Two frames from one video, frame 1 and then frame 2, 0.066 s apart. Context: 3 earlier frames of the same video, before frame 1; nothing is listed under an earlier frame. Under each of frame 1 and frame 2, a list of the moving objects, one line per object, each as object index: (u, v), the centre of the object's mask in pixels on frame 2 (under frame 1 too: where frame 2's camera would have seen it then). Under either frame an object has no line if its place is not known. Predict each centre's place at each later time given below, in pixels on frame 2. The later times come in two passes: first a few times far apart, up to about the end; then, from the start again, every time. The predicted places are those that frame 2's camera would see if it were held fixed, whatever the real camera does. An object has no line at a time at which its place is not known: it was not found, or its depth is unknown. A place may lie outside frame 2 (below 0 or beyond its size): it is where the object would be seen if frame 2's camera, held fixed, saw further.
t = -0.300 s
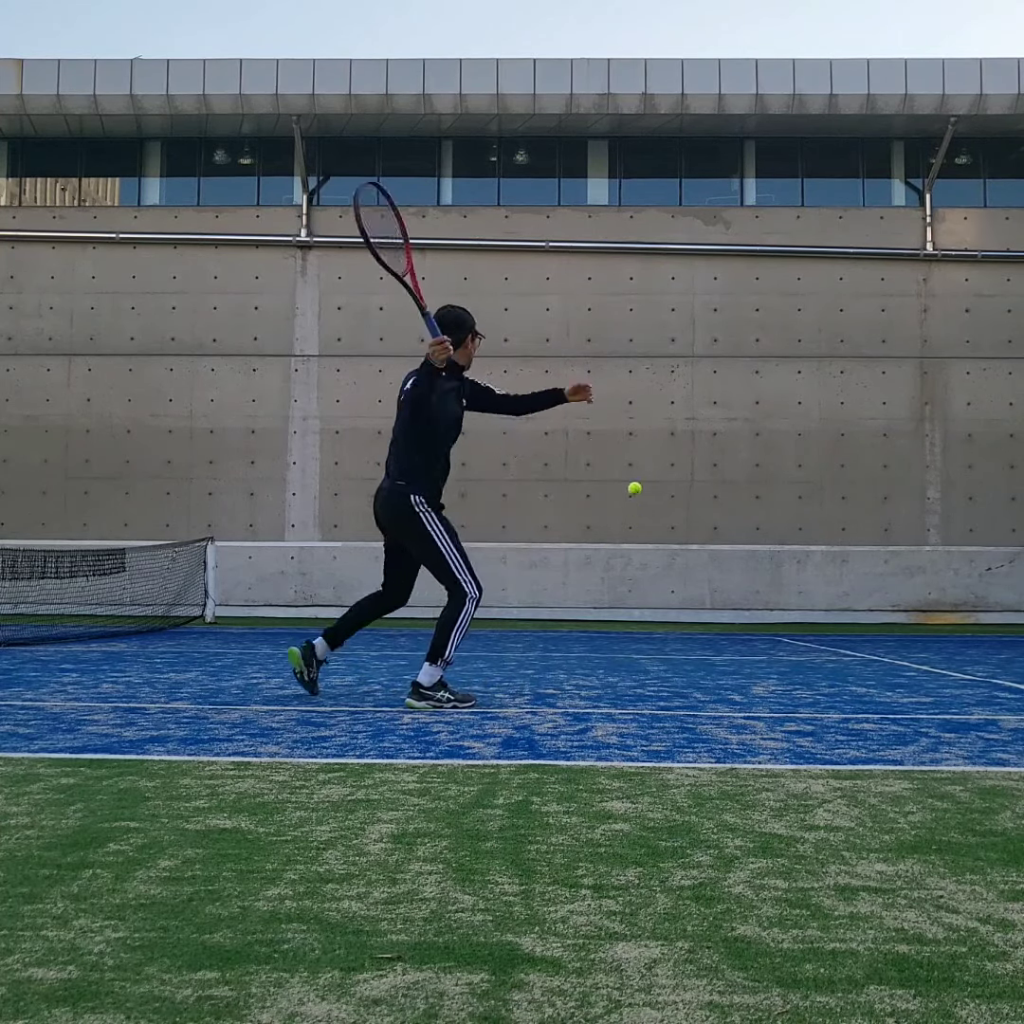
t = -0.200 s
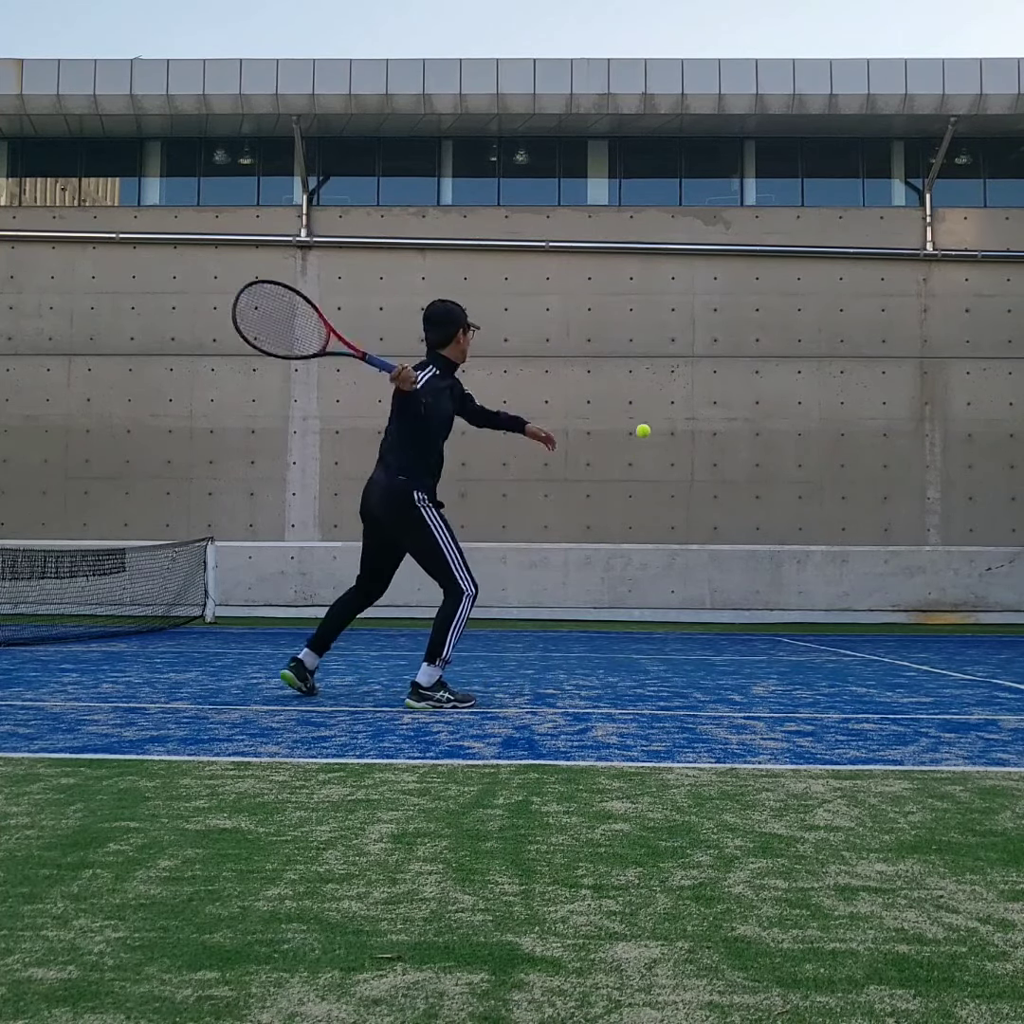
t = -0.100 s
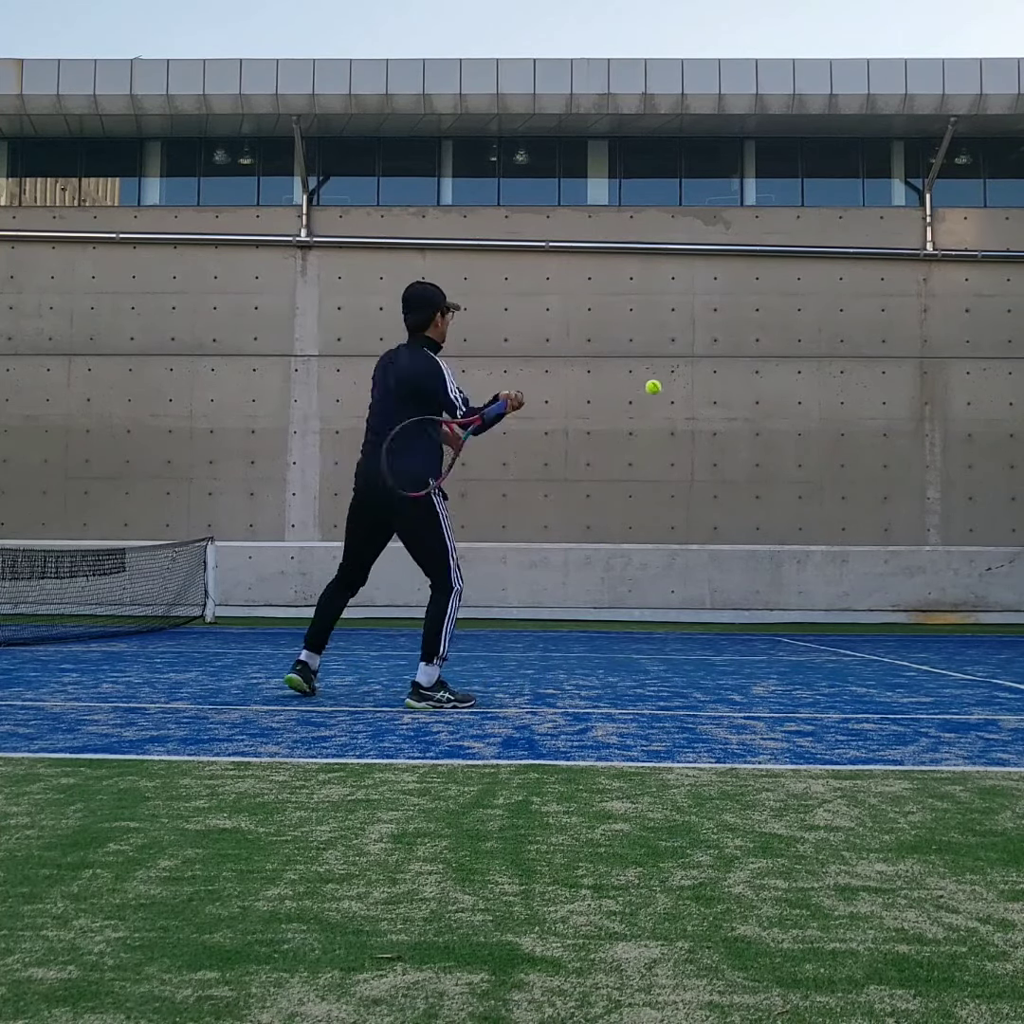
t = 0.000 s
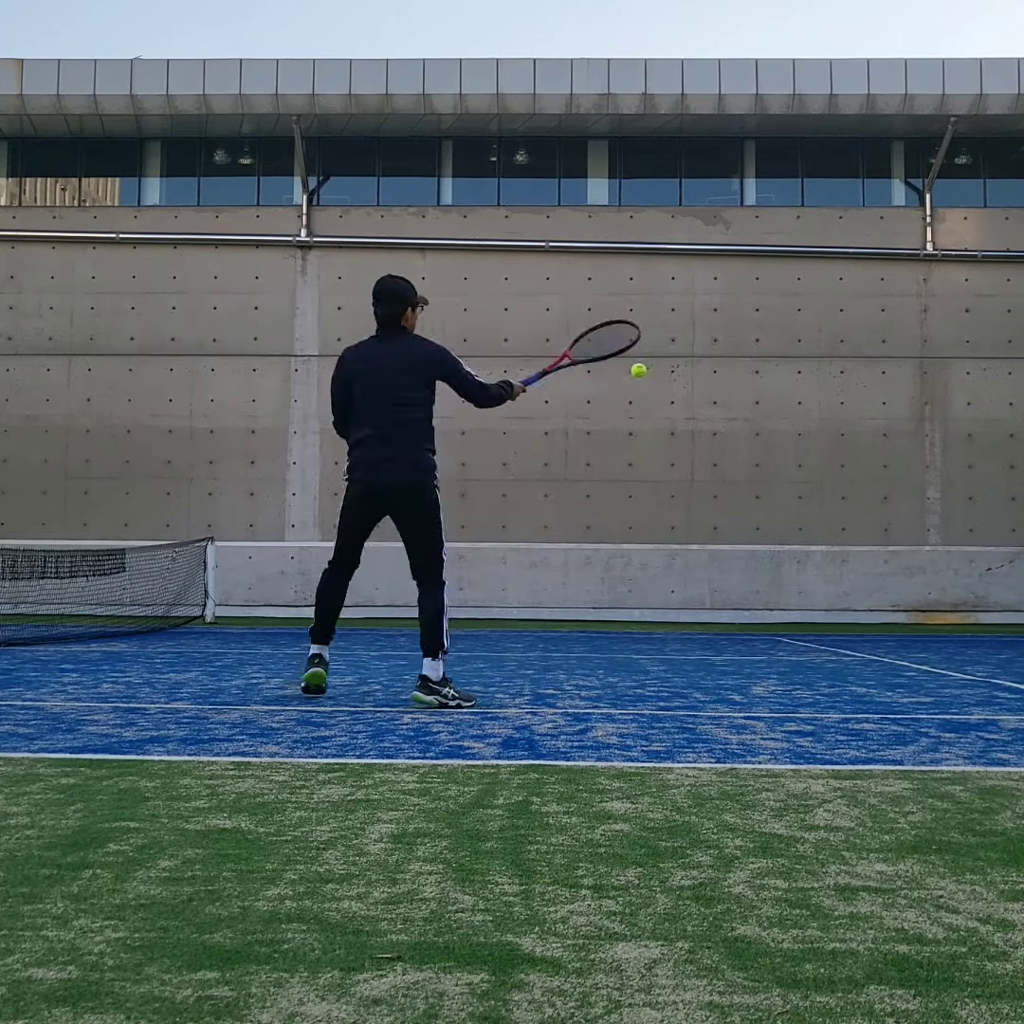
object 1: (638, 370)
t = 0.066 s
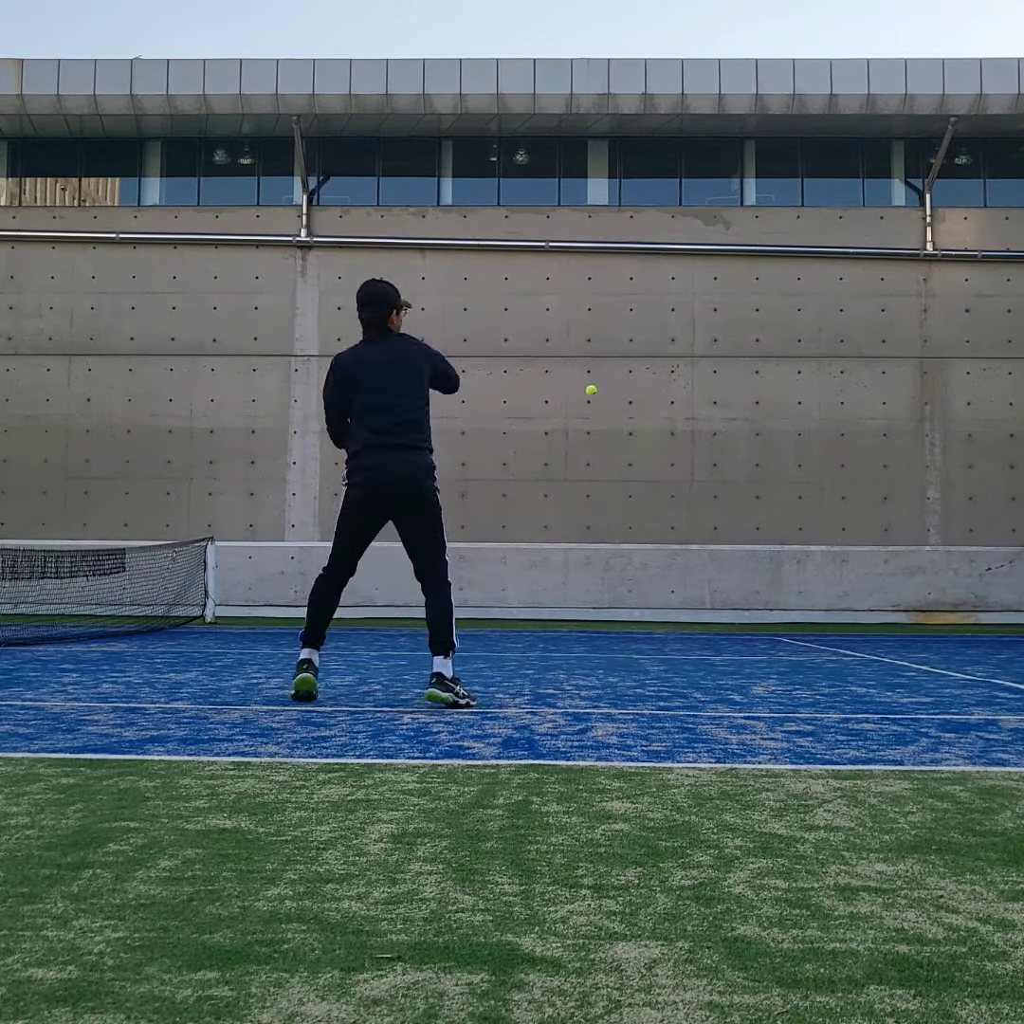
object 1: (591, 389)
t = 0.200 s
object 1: (549, 427)
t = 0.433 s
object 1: (526, 487)
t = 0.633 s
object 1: (511, 485)
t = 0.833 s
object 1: (488, 519)
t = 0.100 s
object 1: (577, 399)
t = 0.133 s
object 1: (565, 409)
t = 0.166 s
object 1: (557, 418)
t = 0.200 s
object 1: (549, 427)
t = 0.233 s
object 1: (544, 435)
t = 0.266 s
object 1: (539, 444)
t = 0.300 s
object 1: (536, 452)
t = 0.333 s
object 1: (533, 461)
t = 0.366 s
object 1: (530, 470)
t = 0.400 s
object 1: (528, 478)
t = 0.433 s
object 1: (526, 487)
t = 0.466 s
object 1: (524, 486)
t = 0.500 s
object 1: (521, 484)
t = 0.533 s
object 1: (519, 483)
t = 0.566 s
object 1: (516, 483)
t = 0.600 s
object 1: (513, 483)
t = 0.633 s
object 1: (511, 485)
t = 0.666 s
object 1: (507, 488)
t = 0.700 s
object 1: (504, 492)
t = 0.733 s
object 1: (500, 496)
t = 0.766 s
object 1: (496, 503)
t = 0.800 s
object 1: (492, 510)
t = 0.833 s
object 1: (488, 519)
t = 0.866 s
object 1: (484, 528)
